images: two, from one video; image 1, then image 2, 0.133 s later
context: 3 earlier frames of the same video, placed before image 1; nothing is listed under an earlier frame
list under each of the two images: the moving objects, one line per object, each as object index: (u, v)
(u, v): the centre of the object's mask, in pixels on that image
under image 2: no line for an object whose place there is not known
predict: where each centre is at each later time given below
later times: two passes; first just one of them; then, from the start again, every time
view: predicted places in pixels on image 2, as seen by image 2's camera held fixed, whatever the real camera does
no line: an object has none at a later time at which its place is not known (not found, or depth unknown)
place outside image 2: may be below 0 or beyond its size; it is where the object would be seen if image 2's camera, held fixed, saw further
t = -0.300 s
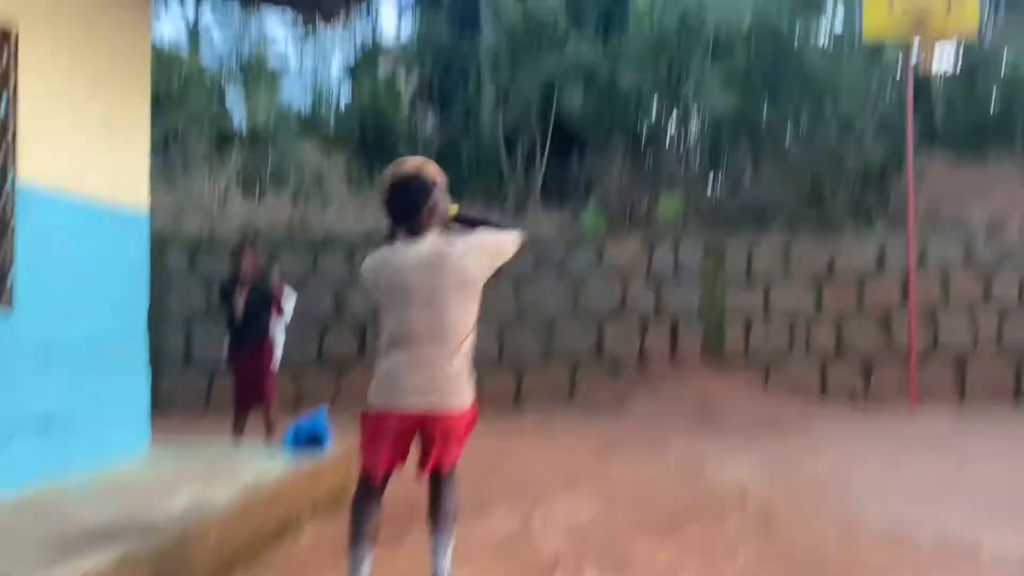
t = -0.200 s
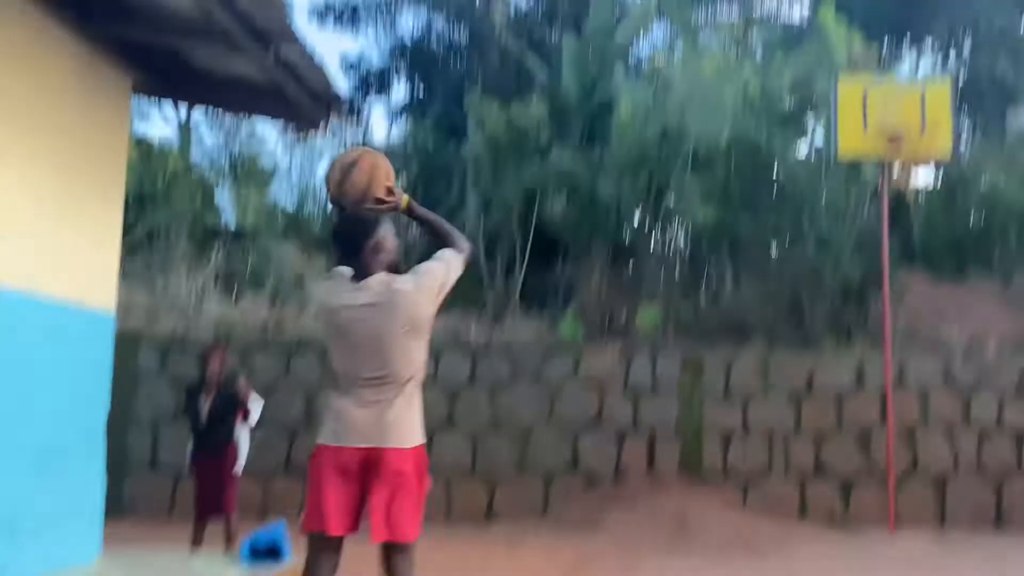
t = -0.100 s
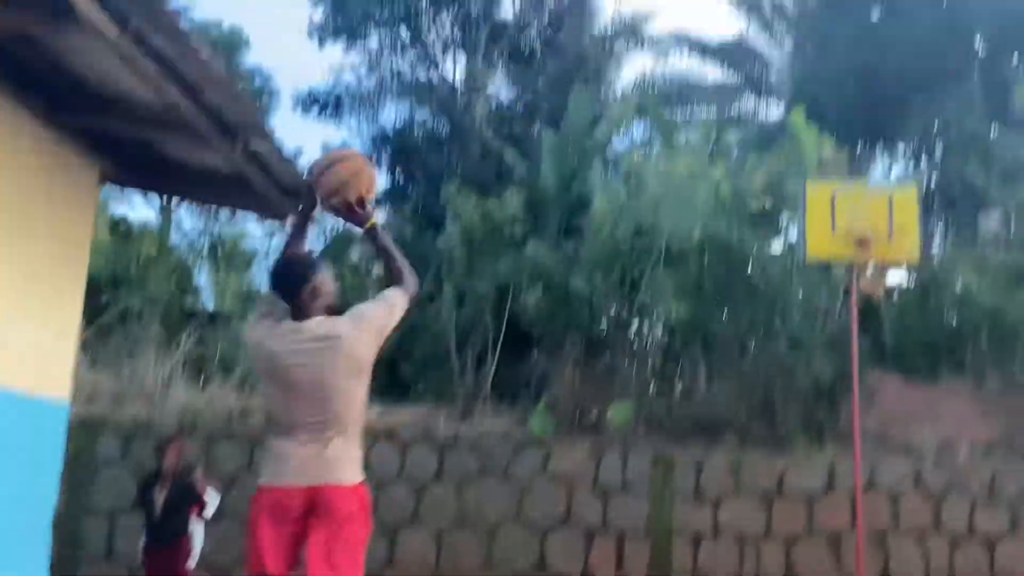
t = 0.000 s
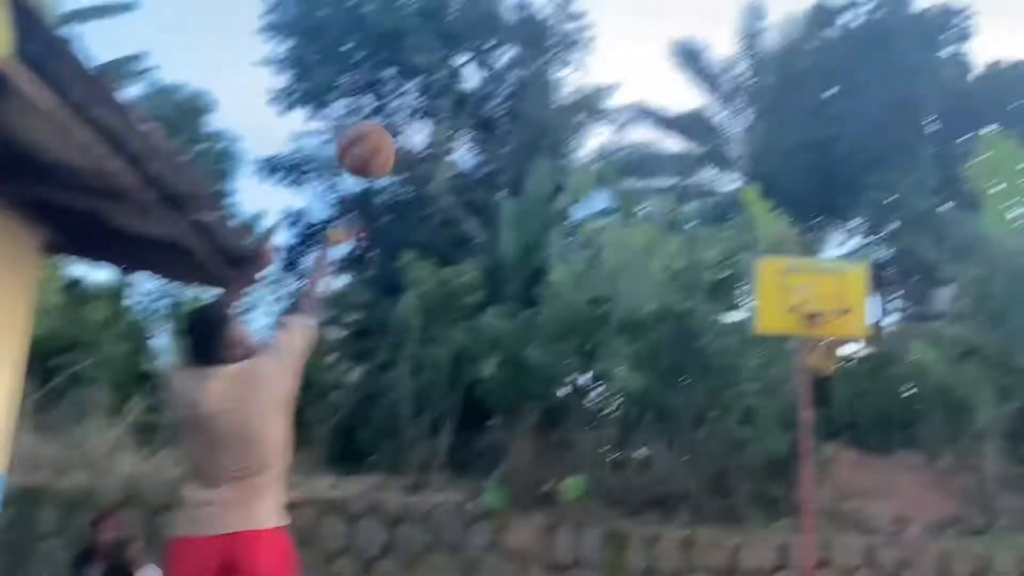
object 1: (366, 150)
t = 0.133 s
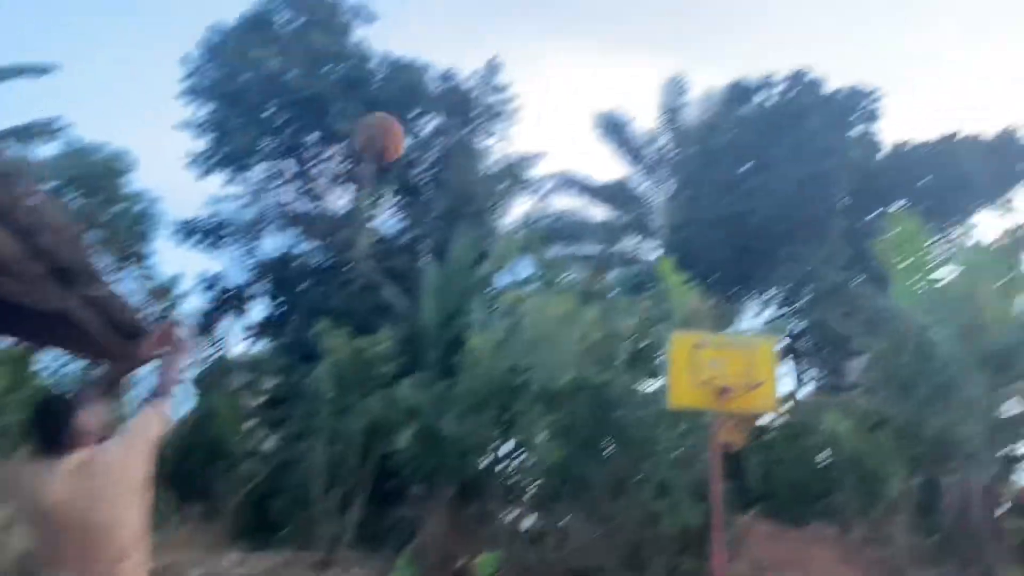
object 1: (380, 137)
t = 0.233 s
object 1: (433, 112)
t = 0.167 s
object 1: (399, 126)
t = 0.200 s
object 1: (419, 117)
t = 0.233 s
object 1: (433, 112)
